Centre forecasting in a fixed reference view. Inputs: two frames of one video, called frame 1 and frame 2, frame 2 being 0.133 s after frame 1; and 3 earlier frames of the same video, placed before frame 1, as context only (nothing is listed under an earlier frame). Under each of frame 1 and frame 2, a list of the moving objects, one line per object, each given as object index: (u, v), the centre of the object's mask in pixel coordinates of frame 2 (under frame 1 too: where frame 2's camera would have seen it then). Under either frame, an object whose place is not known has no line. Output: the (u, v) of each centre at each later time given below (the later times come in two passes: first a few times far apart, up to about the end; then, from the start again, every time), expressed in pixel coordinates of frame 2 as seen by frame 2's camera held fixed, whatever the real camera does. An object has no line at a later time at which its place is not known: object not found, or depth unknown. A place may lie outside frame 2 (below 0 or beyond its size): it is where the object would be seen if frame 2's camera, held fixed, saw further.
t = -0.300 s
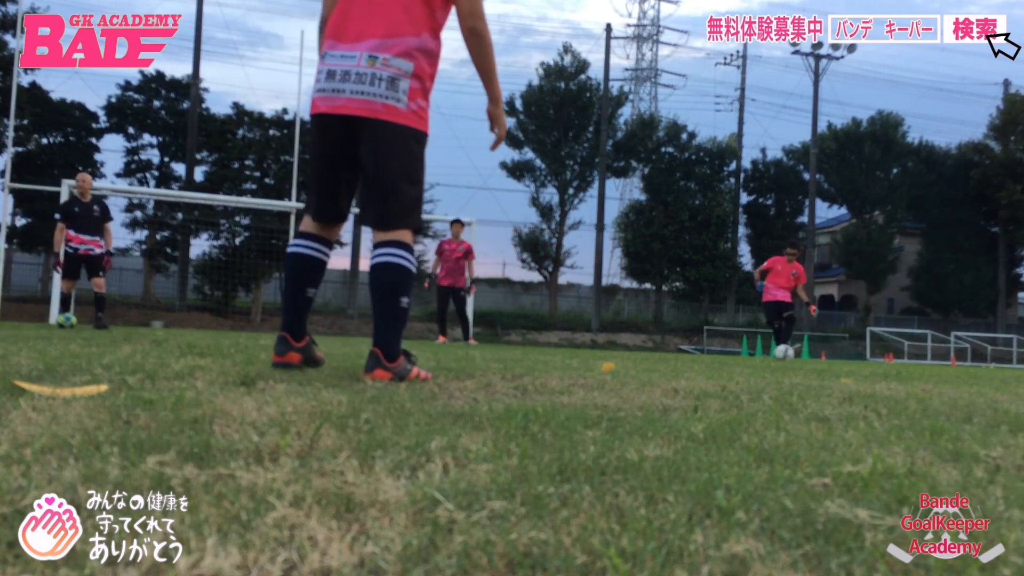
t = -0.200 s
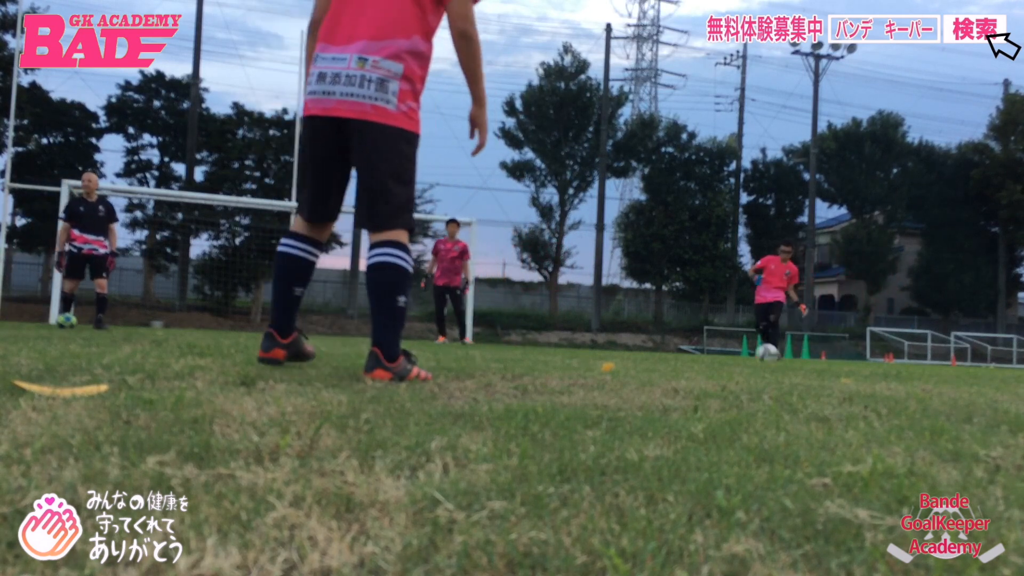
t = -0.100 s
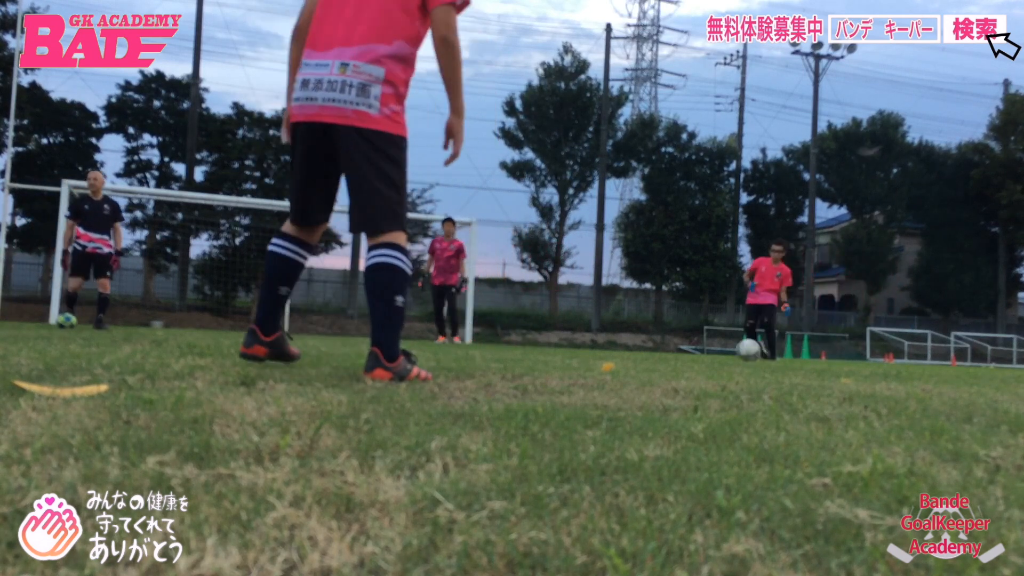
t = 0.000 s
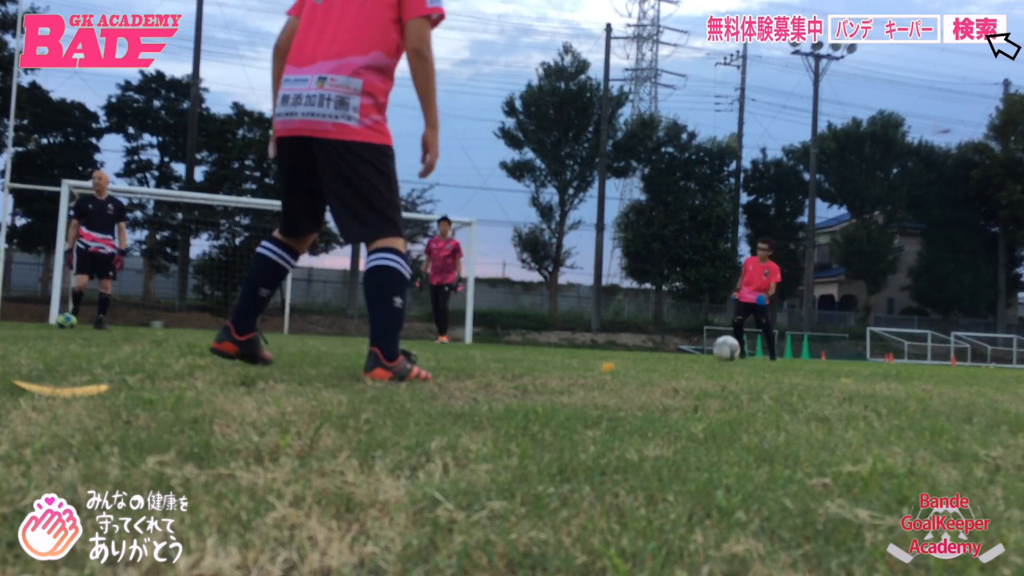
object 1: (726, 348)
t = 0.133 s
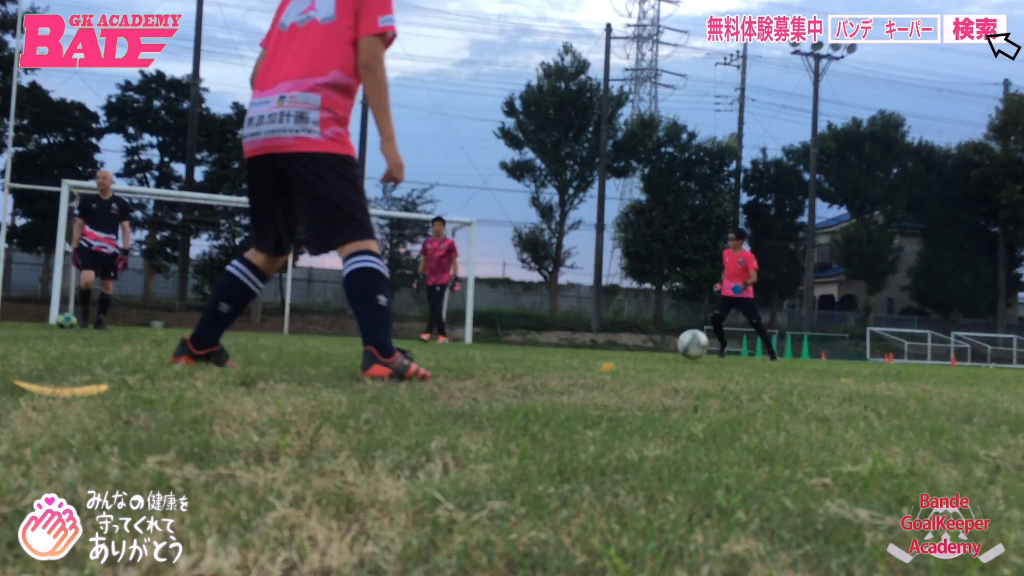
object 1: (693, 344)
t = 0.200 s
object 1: (673, 351)
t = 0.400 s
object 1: (596, 347)
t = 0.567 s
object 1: (497, 345)
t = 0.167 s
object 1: (683, 347)
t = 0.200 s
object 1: (673, 351)
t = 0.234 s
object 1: (662, 348)
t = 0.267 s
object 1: (651, 346)
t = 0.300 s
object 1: (639, 345)
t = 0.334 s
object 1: (626, 346)
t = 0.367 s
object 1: (612, 349)
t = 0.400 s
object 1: (596, 347)
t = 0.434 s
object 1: (580, 344)
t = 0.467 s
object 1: (562, 343)
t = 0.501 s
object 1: (543, 343)
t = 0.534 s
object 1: (521, 345)
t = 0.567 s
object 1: (497, 345)
